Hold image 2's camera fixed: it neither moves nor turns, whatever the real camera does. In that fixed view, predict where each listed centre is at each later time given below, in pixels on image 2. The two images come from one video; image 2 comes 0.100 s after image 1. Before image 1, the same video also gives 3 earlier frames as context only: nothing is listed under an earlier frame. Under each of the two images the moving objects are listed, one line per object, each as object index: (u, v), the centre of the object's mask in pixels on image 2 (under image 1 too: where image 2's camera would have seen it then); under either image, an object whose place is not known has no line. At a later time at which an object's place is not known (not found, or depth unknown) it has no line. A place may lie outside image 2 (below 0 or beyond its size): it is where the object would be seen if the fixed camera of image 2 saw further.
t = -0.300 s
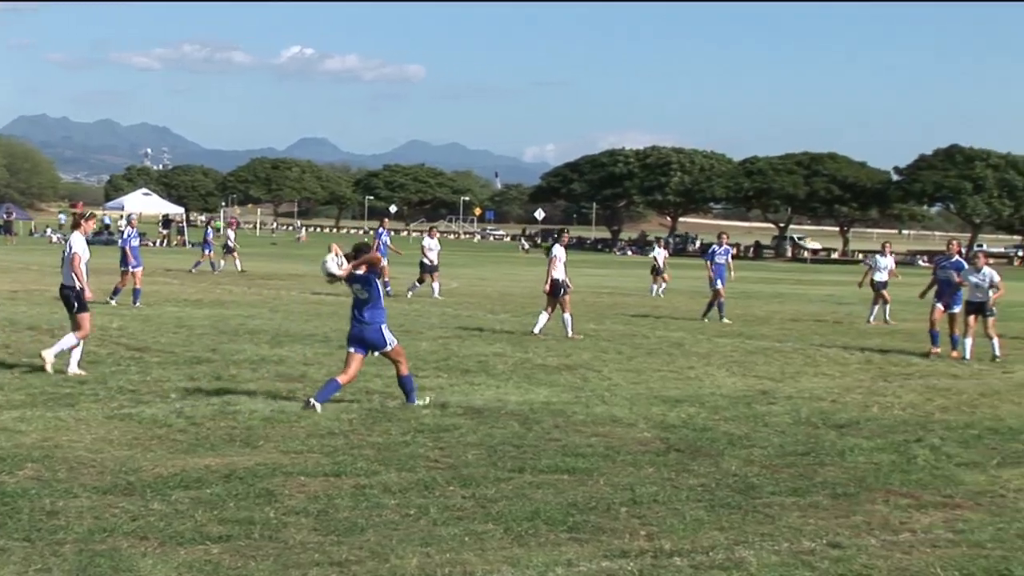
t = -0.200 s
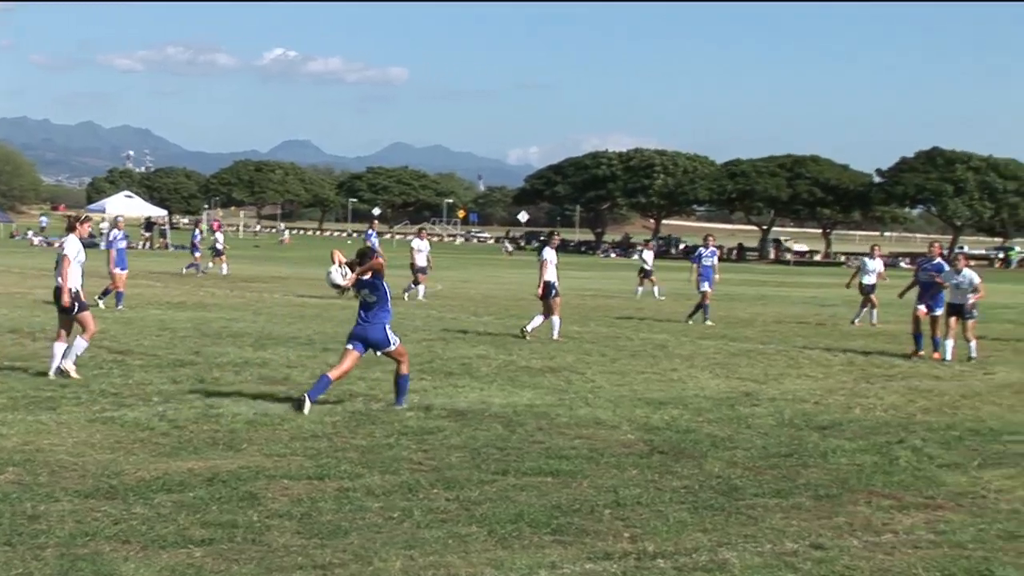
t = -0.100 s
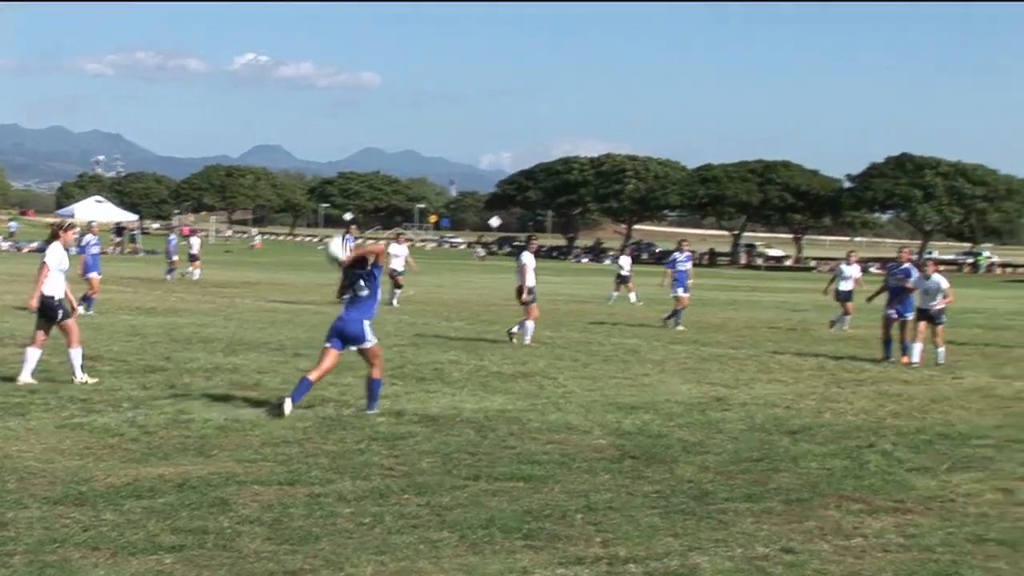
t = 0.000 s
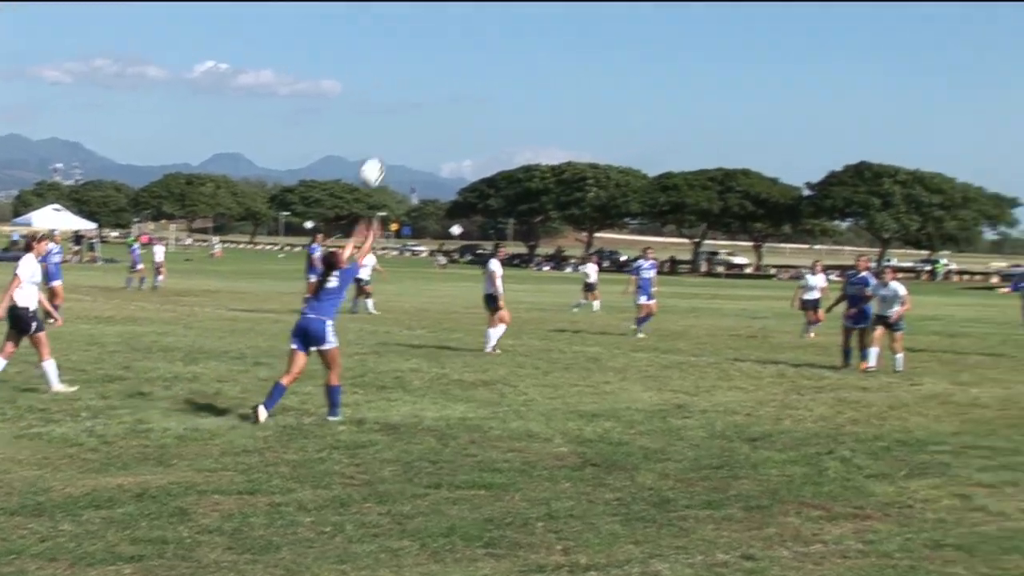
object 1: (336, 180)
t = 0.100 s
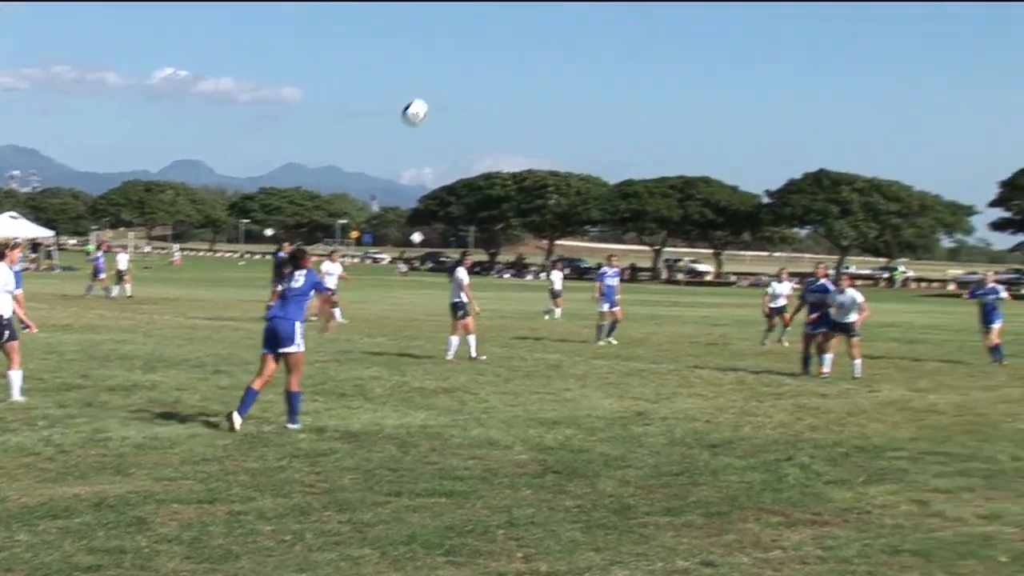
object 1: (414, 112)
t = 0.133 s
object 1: (437, 93)
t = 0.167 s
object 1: (459, 75)
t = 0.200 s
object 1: (480, 60)
